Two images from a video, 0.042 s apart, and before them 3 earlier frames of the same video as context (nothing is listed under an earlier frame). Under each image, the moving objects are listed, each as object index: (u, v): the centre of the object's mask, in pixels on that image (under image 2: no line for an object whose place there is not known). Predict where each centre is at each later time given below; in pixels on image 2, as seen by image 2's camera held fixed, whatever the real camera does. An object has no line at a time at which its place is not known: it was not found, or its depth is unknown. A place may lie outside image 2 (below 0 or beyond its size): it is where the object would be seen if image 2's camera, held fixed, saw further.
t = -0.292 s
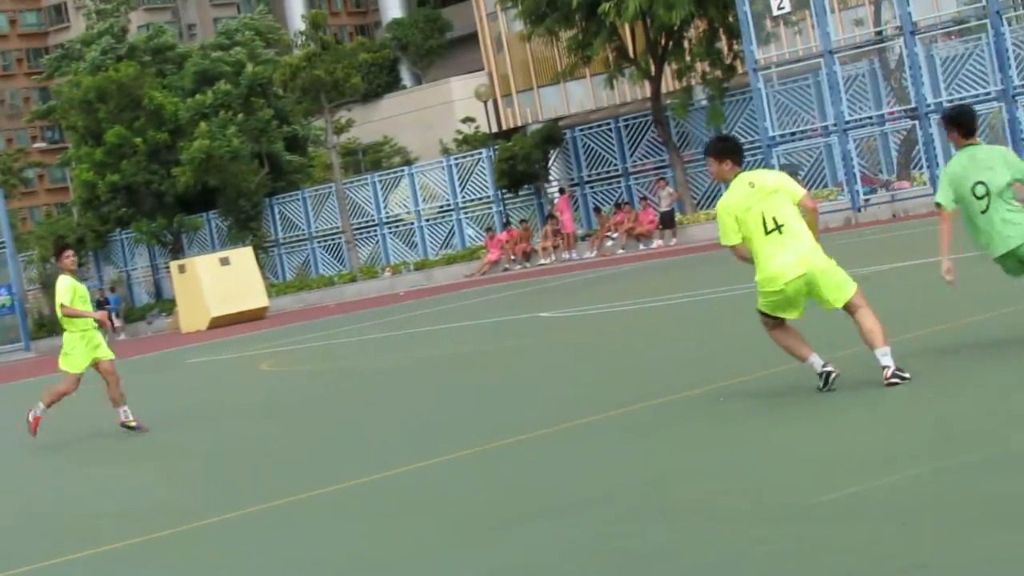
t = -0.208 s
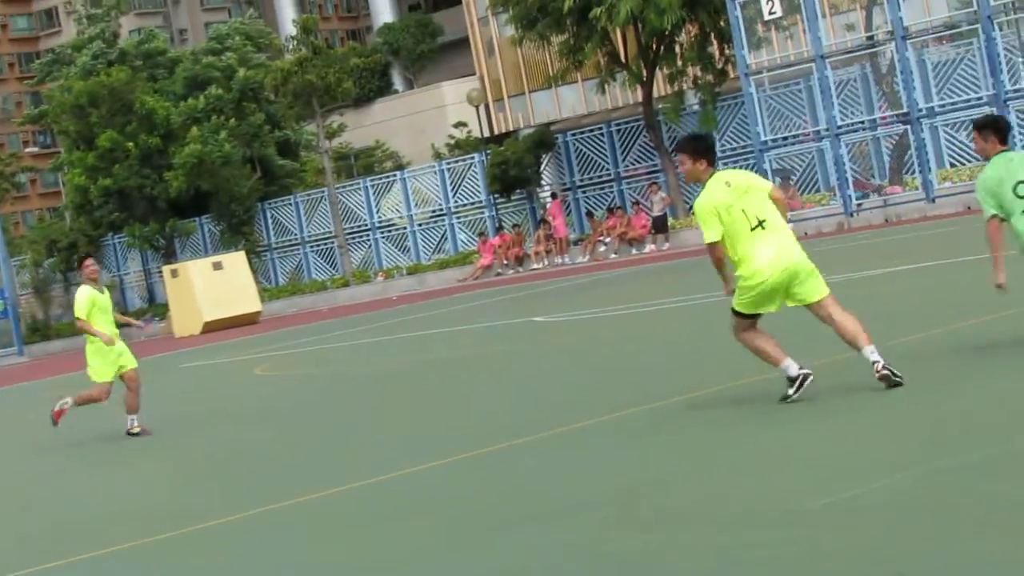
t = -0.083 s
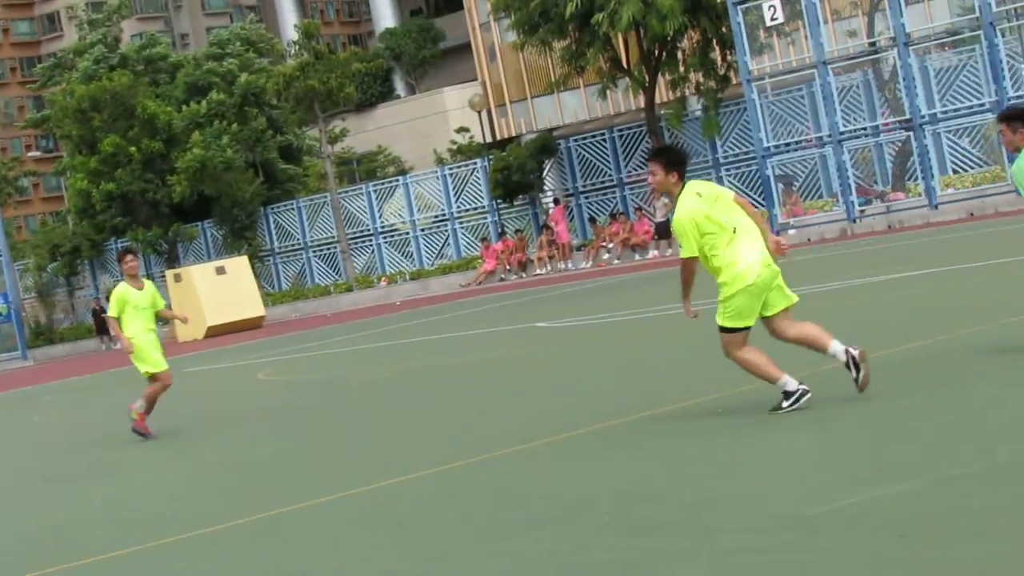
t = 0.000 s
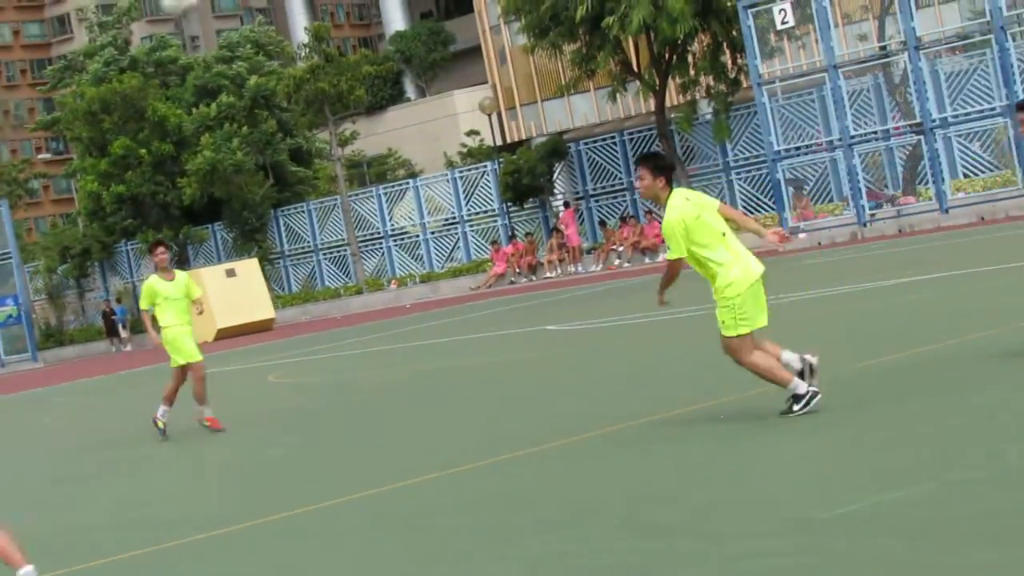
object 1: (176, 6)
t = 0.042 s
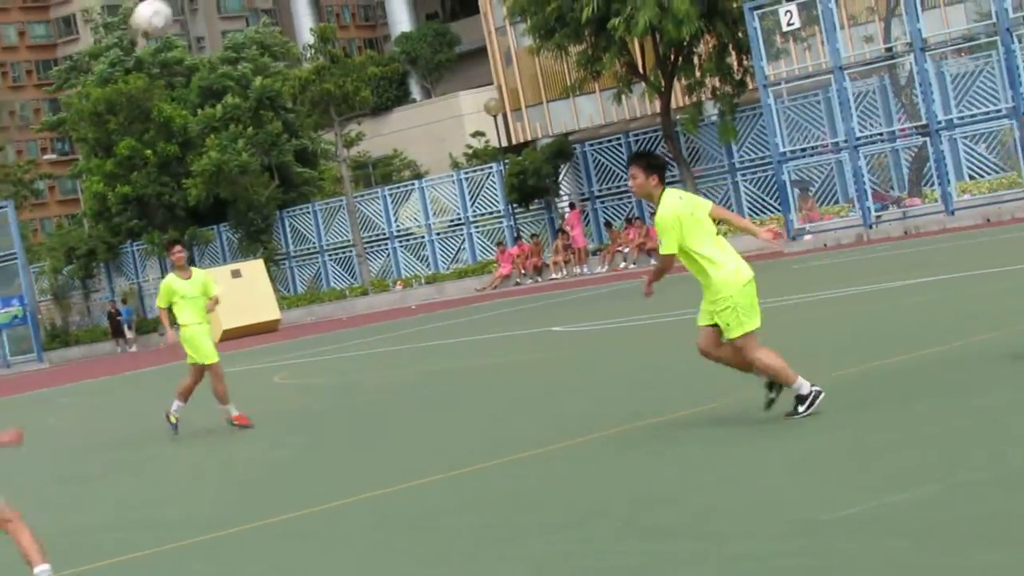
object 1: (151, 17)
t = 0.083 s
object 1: (117, 40)
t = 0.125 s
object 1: (82, 66)
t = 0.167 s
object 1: (45, 97)
